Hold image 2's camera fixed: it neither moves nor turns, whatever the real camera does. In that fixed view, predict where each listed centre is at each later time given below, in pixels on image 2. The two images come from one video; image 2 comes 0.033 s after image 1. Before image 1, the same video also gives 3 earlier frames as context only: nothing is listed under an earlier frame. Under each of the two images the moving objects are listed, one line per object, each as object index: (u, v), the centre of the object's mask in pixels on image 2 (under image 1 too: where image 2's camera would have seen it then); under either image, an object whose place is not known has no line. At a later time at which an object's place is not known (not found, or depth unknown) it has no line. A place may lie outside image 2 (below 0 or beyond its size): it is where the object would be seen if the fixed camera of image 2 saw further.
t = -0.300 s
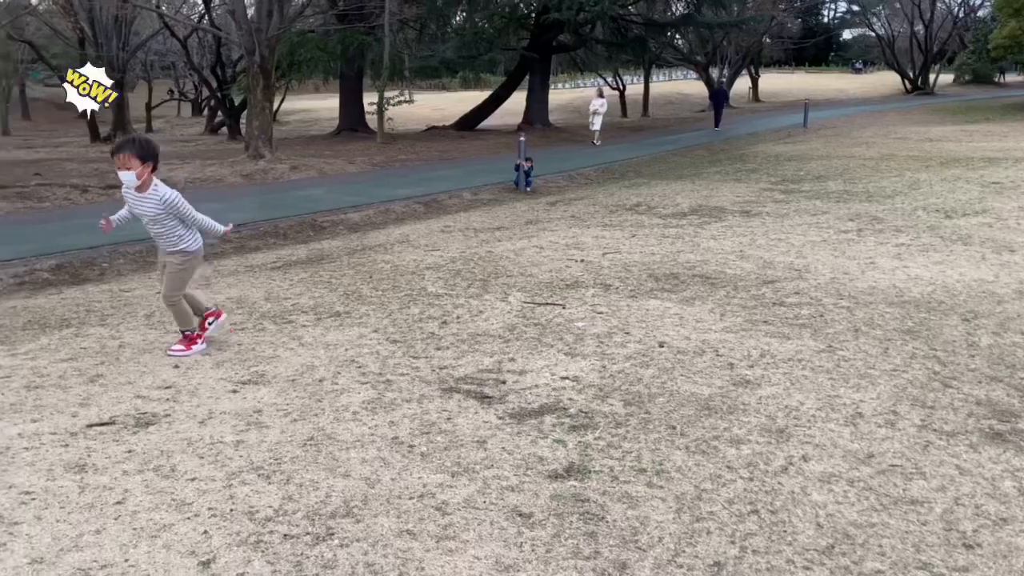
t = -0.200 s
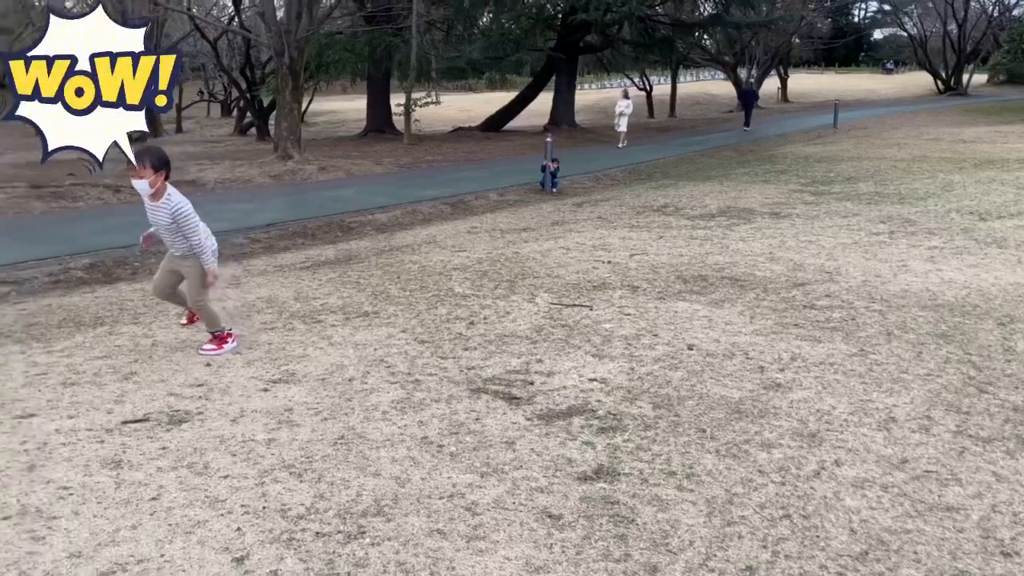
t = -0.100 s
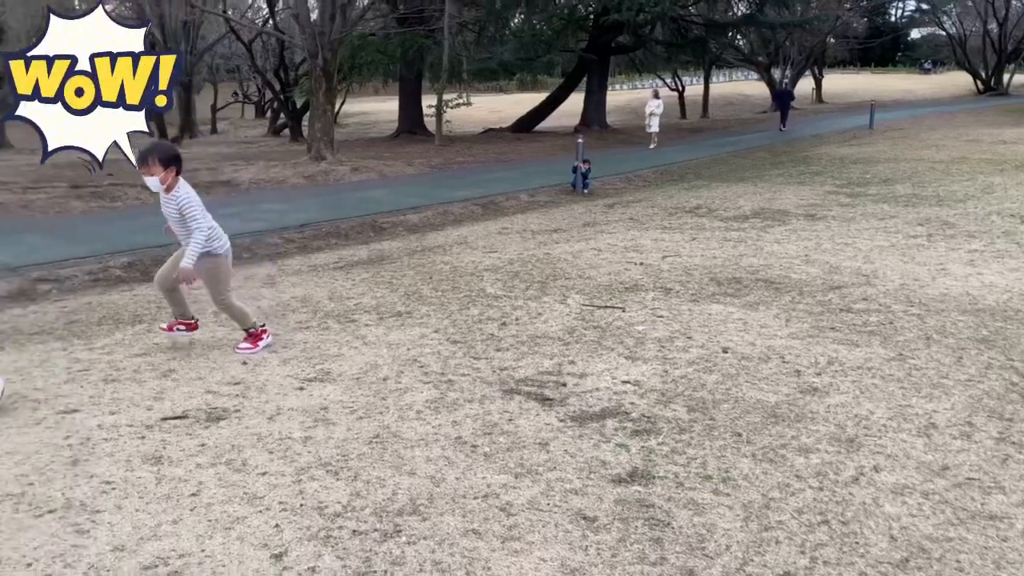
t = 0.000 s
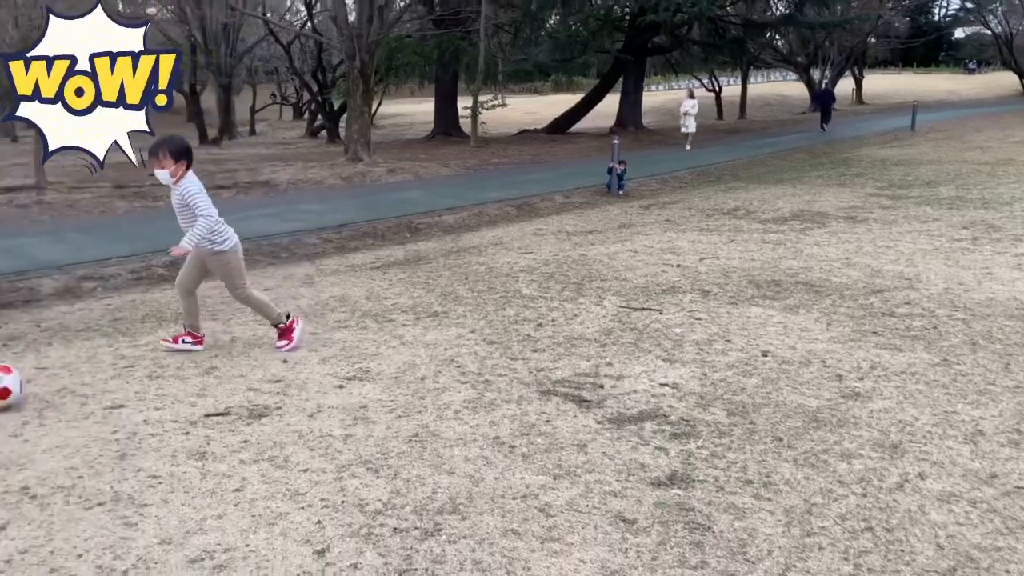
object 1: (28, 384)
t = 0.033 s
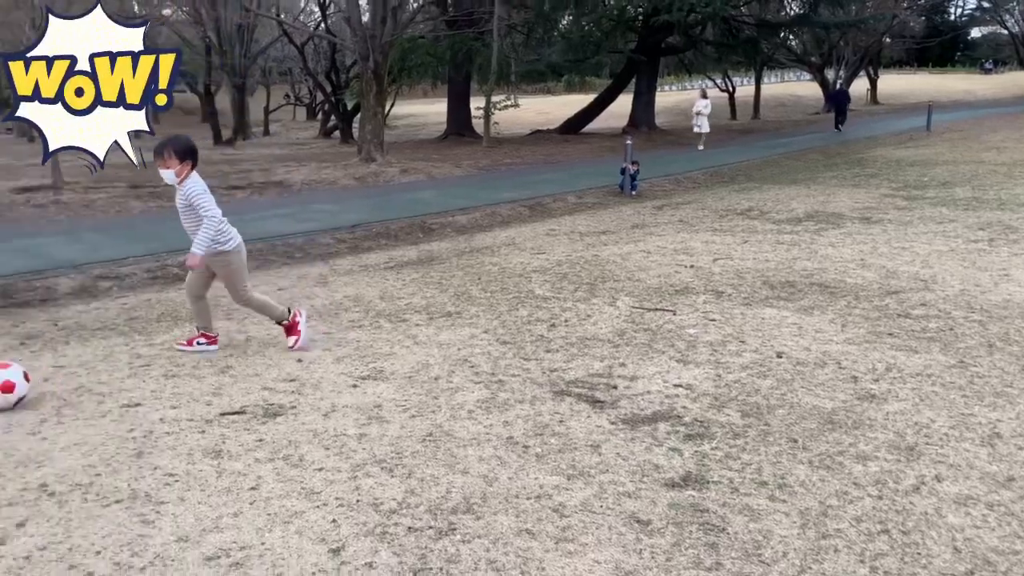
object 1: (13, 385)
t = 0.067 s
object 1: (-2, 387)
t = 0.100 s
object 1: (-16, 390)
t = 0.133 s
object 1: (-28, 391)
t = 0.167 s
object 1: (-38, 392)
